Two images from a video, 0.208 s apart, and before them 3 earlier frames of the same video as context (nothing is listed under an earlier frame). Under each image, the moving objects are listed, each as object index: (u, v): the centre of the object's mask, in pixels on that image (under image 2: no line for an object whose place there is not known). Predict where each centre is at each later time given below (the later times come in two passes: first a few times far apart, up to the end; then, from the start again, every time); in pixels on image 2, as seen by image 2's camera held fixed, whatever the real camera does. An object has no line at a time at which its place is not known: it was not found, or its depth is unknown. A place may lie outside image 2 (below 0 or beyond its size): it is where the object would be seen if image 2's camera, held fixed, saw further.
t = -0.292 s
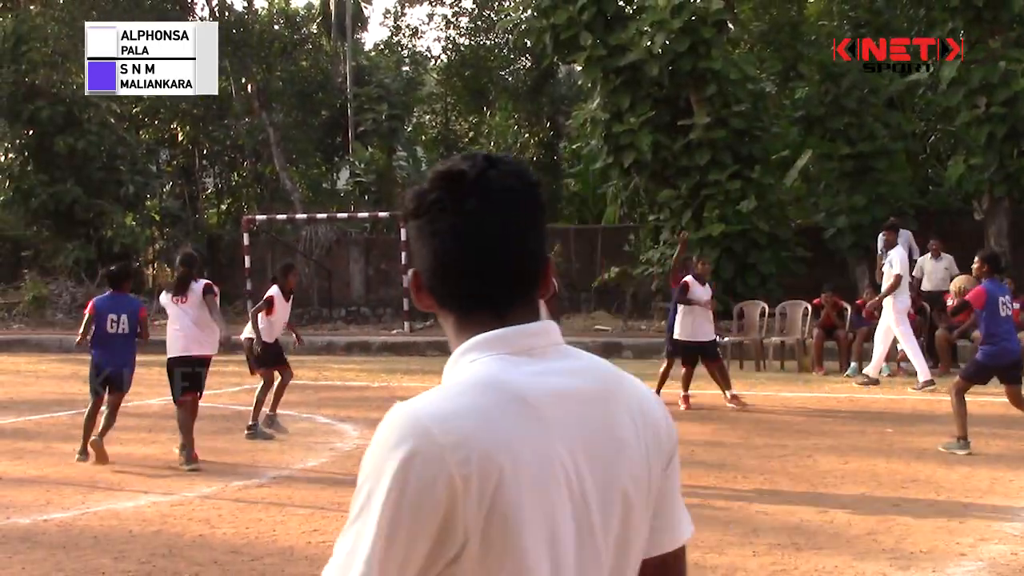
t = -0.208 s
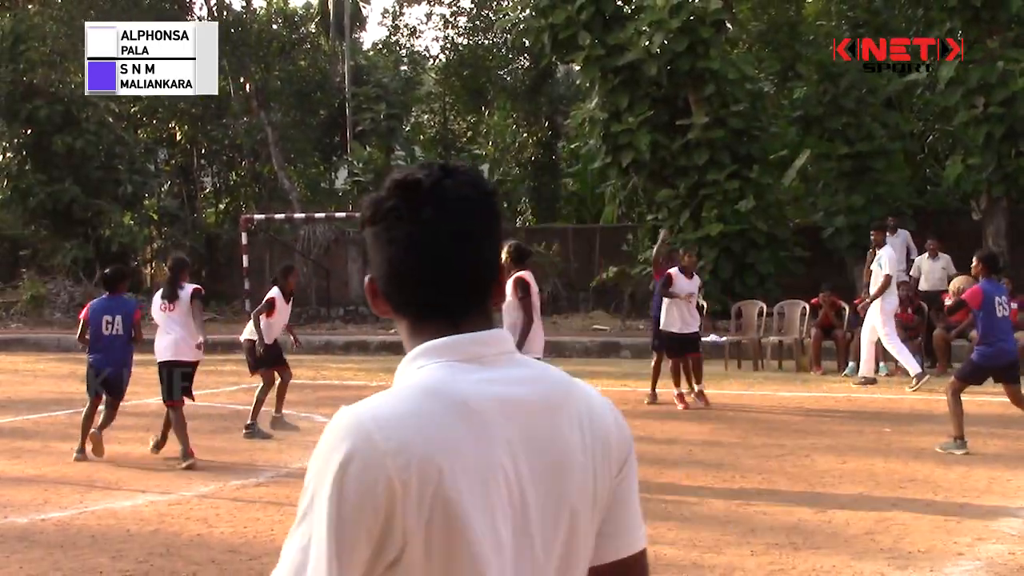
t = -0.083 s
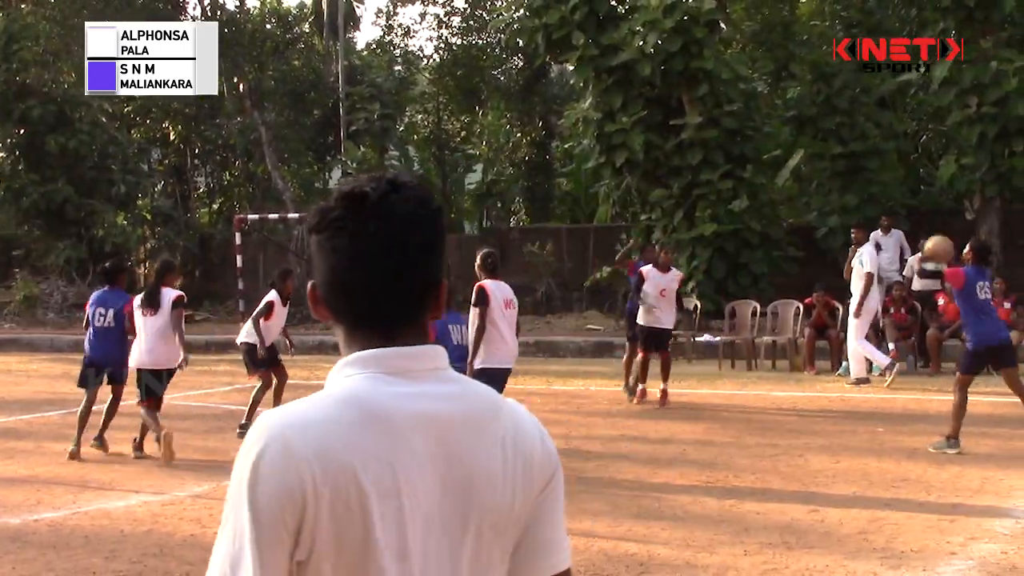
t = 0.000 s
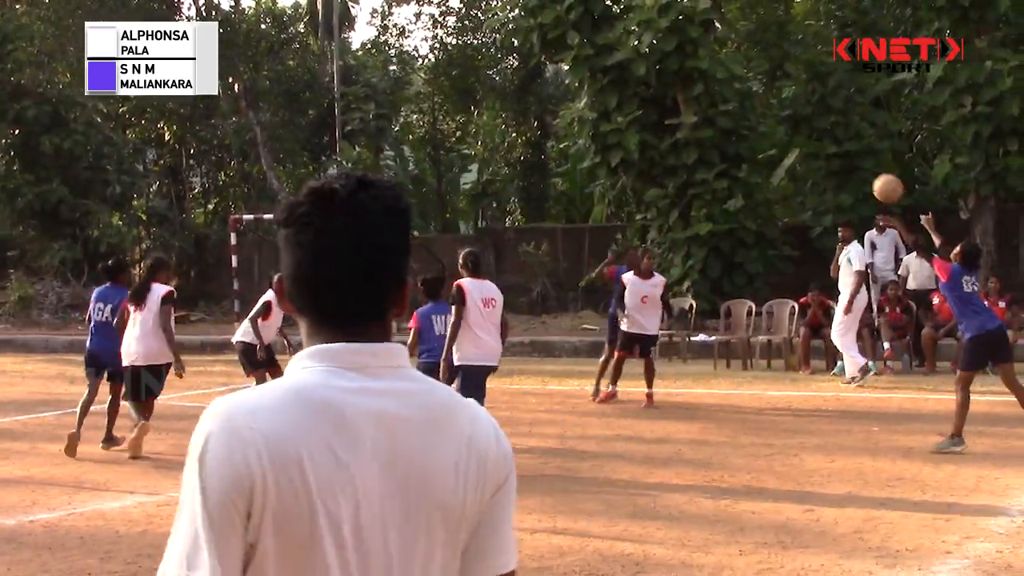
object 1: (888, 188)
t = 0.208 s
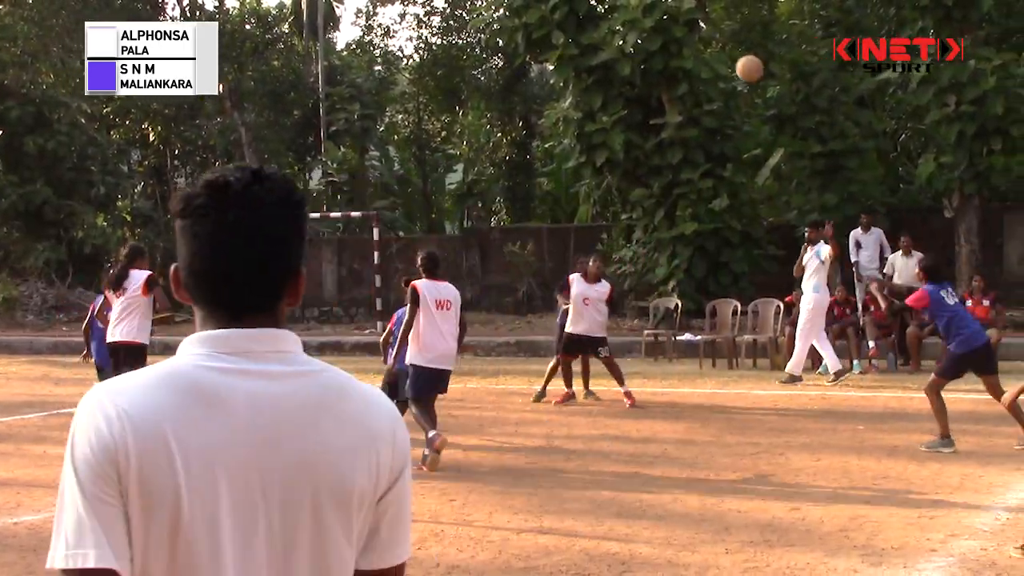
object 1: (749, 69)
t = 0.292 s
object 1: (709, 42)
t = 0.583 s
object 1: (576, 13)
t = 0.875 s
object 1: (478, 70)
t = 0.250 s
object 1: (729, 54)
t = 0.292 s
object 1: (709, 42)
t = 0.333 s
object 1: (689, 33)
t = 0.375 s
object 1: (670, 25)
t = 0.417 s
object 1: (652, 19)
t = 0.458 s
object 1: (634, 14)
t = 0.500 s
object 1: (618, 12)
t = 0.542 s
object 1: (592, 12)
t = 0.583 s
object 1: (576, 13)
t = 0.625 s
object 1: (561, 17)
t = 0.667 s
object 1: (546, 22)
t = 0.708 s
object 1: (531, 30)
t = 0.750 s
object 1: (517, 37)
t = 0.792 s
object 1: (504, 48)
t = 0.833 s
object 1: (491, 59)
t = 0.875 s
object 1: (478, 70)
